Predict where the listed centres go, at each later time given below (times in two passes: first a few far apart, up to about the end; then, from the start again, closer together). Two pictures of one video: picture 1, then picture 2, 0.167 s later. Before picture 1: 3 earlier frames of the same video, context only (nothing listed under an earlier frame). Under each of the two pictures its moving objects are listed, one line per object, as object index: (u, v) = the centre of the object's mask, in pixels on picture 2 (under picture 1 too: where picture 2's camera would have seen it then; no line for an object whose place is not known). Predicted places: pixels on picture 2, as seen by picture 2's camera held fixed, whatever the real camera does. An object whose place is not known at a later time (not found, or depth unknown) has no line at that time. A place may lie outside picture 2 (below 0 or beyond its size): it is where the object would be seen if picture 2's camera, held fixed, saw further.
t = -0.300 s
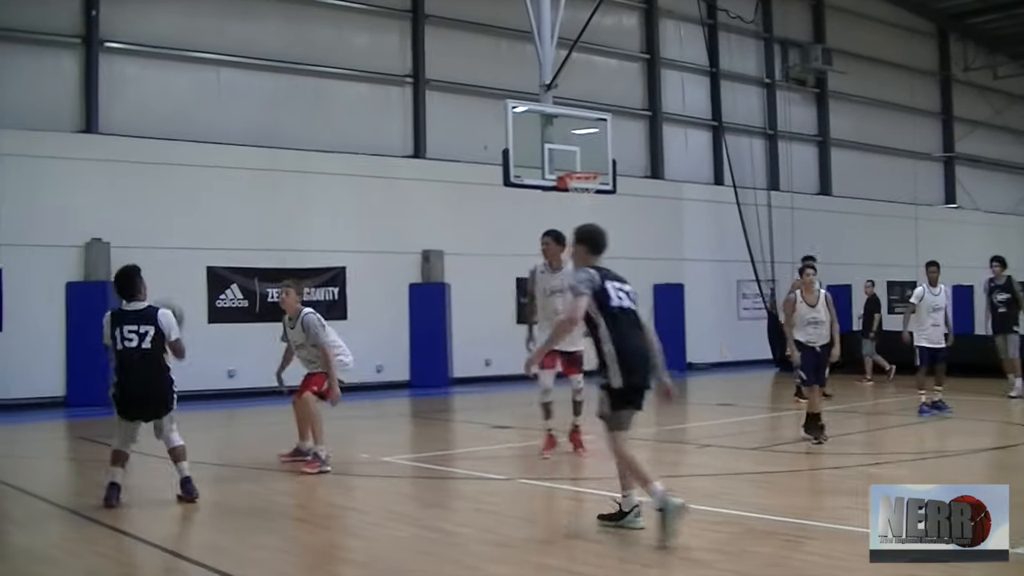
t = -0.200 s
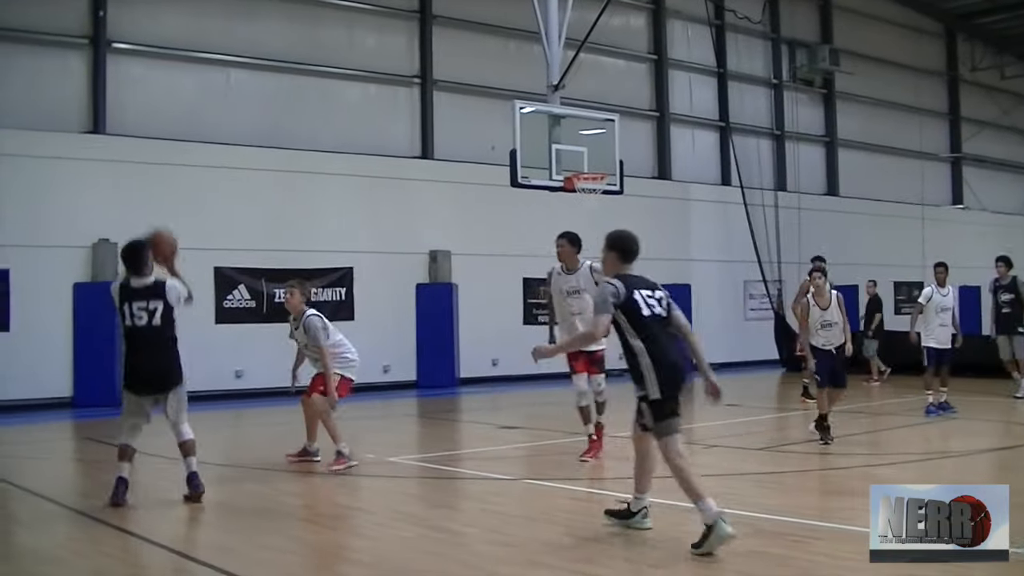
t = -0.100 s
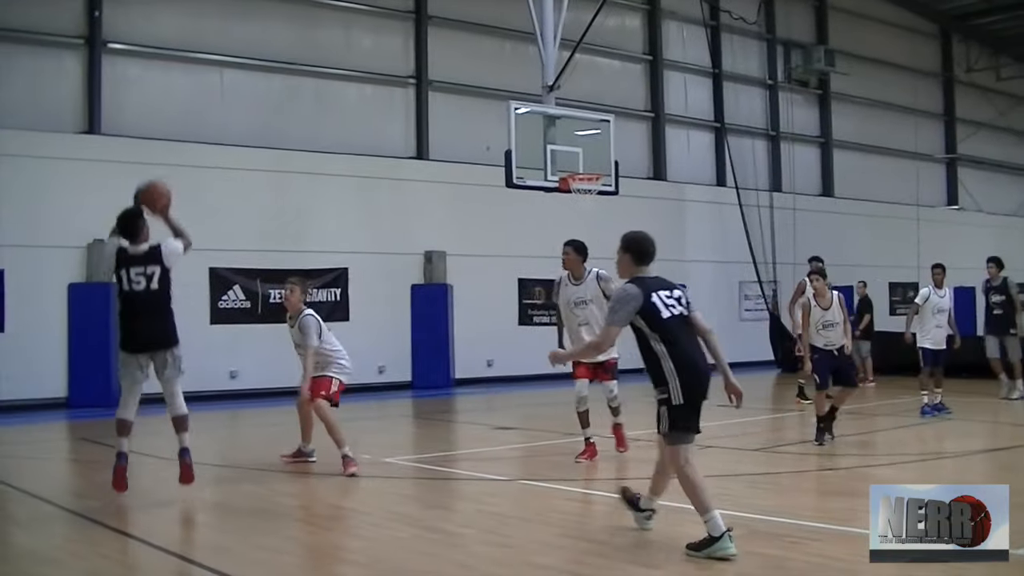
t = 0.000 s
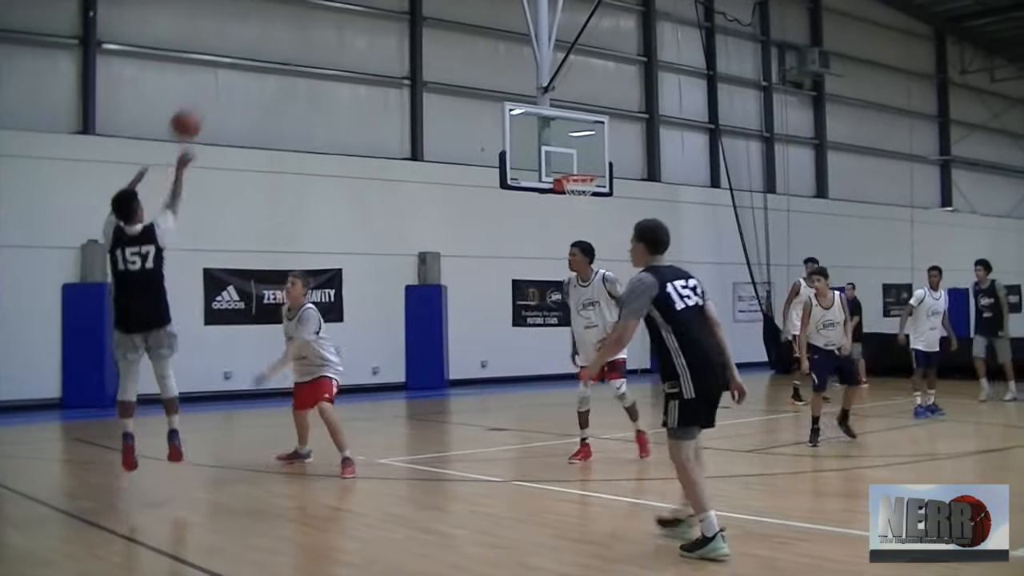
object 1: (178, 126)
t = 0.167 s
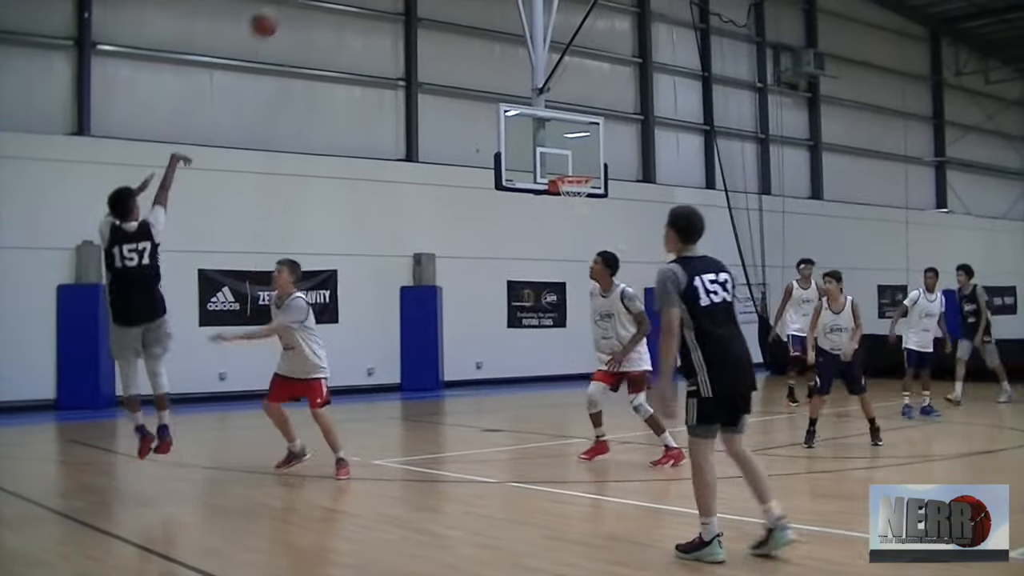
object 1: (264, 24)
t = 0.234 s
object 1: (294, 5)
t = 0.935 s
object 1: (508, 18)
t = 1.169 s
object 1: (560, 108)
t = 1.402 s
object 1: (605, 151)
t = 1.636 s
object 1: (648, 138)
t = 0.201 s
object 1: (280, 10)
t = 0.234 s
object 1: (294, 5)
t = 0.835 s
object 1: (485, 0)
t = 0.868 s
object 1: (494, 3)
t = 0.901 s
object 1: (501, 8)
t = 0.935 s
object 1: (508, 18)
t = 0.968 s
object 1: (517, 30)
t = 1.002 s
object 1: (524, 41)
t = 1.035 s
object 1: (532, 52)
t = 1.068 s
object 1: (538, 66)
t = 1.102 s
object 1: (546, 79)
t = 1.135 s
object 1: (554, 94)
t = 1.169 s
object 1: (560, 108)
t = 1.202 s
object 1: (568, 123)
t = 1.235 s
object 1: (572, 138)
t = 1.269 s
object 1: (579, 157)
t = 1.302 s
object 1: (586, 168)
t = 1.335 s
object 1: (592, 162)
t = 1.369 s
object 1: (598, 156)
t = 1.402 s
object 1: (605, 151)
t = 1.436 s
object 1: (611, 147)
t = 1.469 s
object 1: (617, 144)
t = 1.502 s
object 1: (623, 141)
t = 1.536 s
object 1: (628, 140)
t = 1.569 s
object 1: (635, 137)
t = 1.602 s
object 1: (642, 137)
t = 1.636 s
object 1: (648, 138)
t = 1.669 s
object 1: (653, 140)
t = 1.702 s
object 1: (659, 144)
